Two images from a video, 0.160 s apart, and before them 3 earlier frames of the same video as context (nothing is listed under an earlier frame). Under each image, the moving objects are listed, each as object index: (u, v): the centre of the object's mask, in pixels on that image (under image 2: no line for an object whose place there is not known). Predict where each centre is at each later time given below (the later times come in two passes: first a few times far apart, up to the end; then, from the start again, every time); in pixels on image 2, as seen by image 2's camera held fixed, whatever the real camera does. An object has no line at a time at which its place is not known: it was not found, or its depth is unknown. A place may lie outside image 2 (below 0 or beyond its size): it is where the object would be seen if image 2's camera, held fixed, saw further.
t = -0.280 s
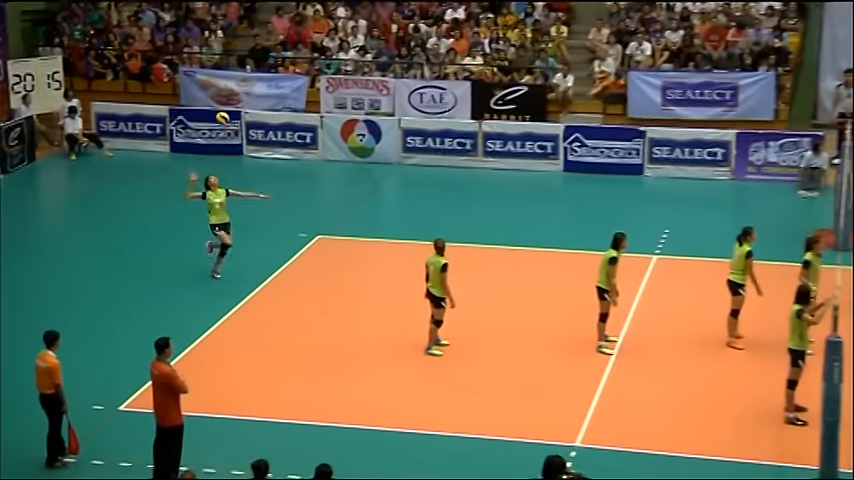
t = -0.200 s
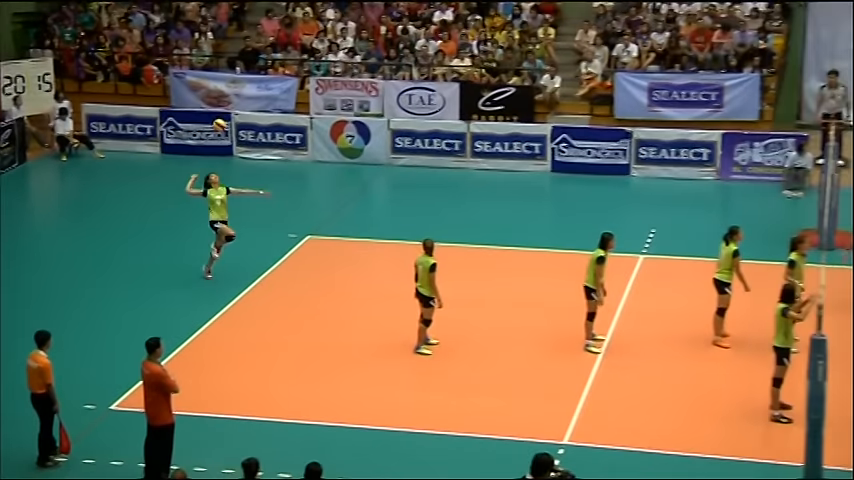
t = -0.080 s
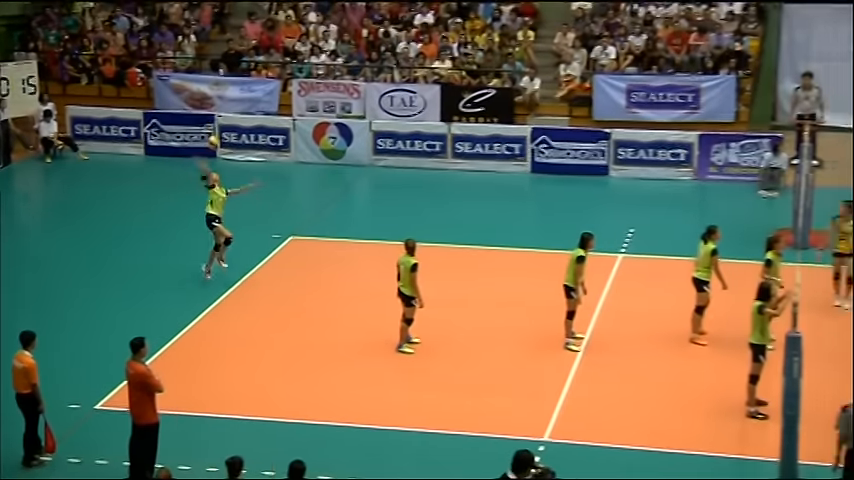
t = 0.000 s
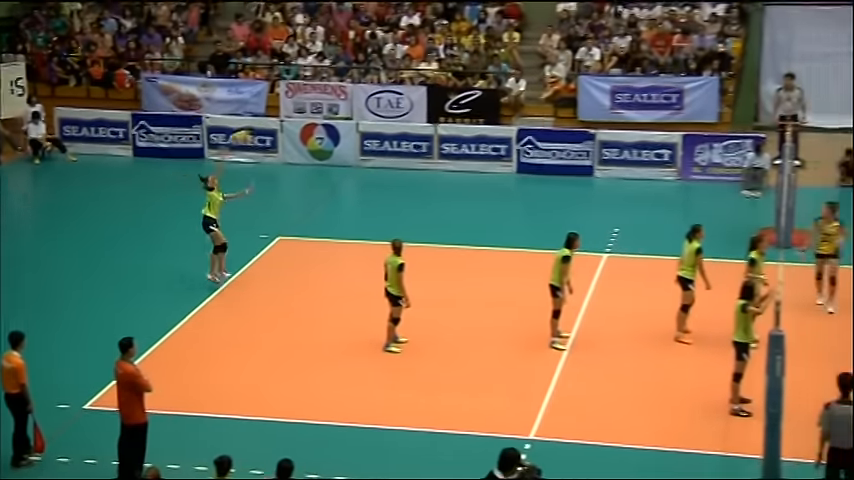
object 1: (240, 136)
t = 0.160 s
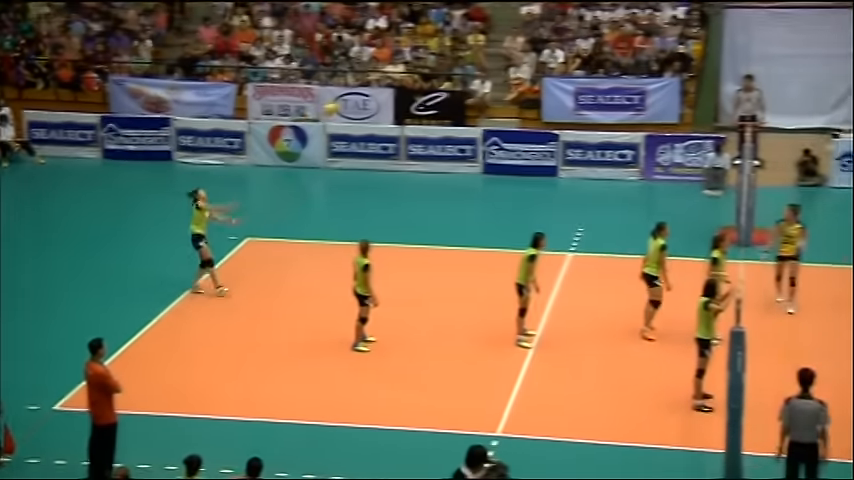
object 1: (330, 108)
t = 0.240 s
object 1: (390, 98)
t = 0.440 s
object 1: (536, 92)
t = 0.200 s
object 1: (360, 102)
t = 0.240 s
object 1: (390, 98)
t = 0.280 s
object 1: (418, 96)
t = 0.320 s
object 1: (448, 94)
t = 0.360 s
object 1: (478, 91)
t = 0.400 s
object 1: (508, 91)
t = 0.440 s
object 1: (536, 92)
